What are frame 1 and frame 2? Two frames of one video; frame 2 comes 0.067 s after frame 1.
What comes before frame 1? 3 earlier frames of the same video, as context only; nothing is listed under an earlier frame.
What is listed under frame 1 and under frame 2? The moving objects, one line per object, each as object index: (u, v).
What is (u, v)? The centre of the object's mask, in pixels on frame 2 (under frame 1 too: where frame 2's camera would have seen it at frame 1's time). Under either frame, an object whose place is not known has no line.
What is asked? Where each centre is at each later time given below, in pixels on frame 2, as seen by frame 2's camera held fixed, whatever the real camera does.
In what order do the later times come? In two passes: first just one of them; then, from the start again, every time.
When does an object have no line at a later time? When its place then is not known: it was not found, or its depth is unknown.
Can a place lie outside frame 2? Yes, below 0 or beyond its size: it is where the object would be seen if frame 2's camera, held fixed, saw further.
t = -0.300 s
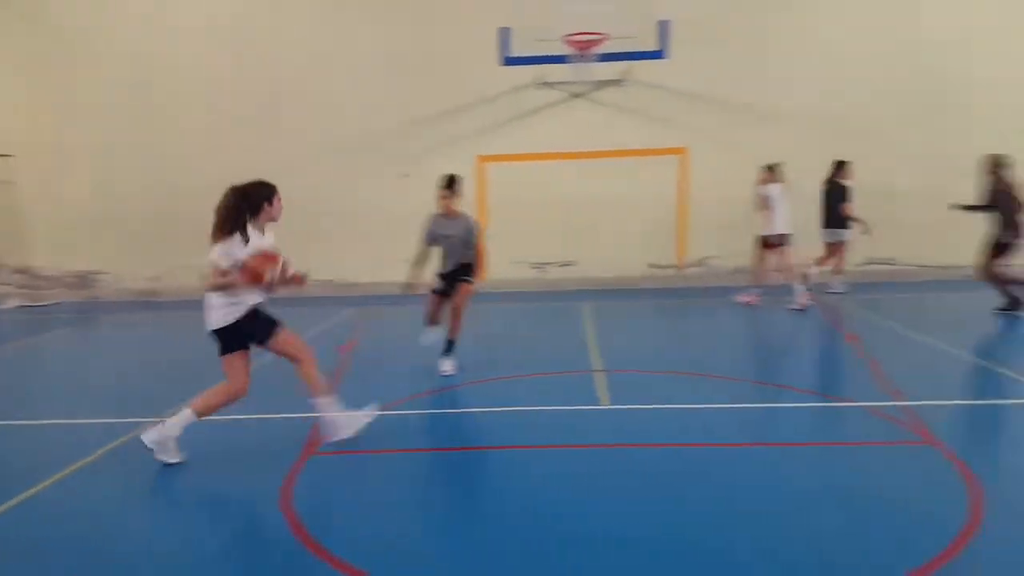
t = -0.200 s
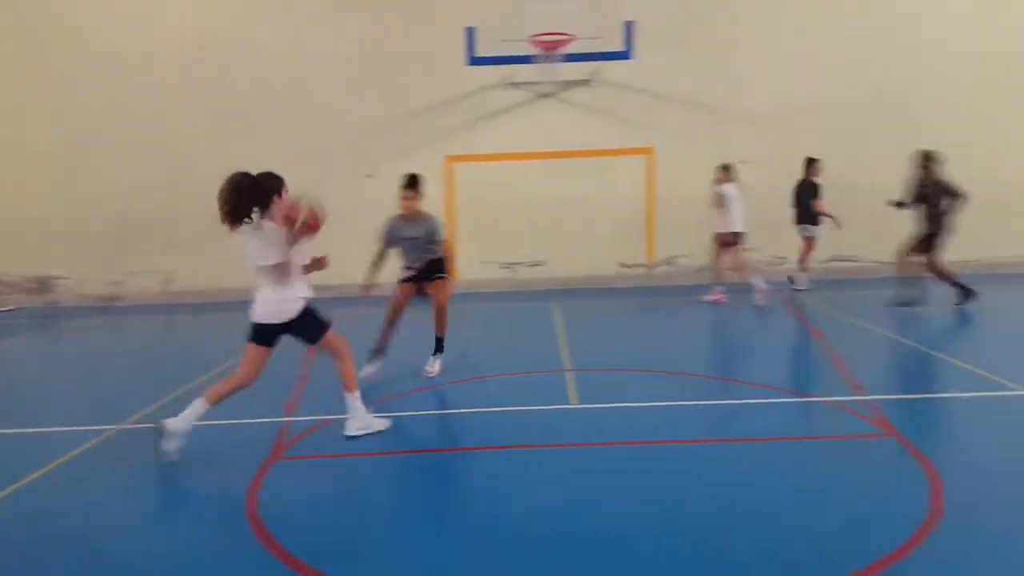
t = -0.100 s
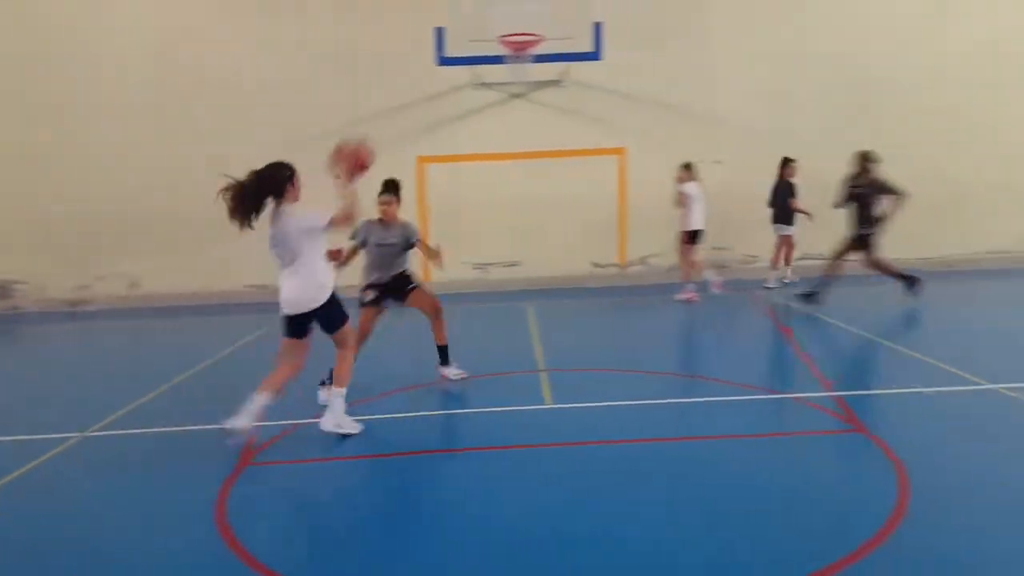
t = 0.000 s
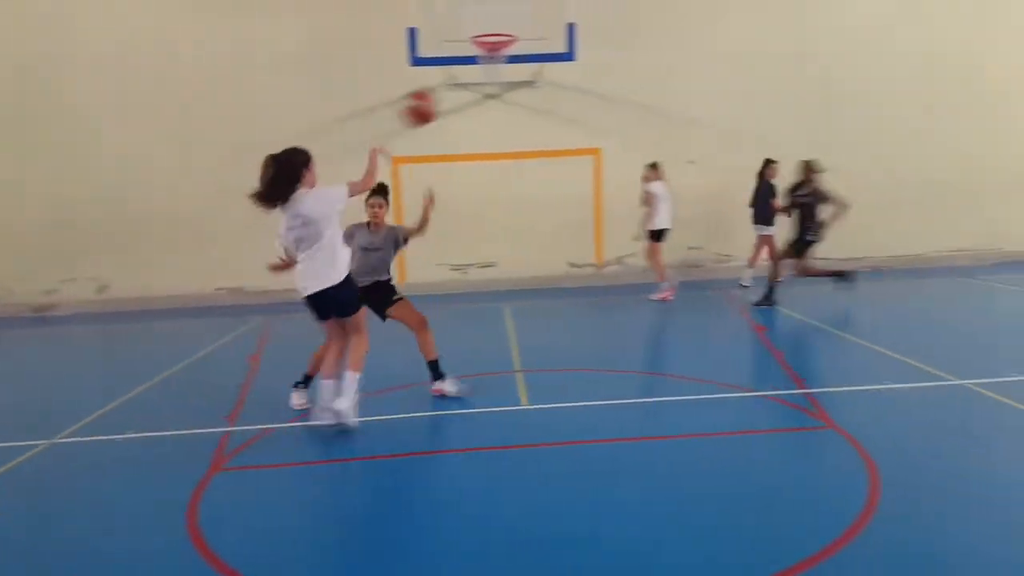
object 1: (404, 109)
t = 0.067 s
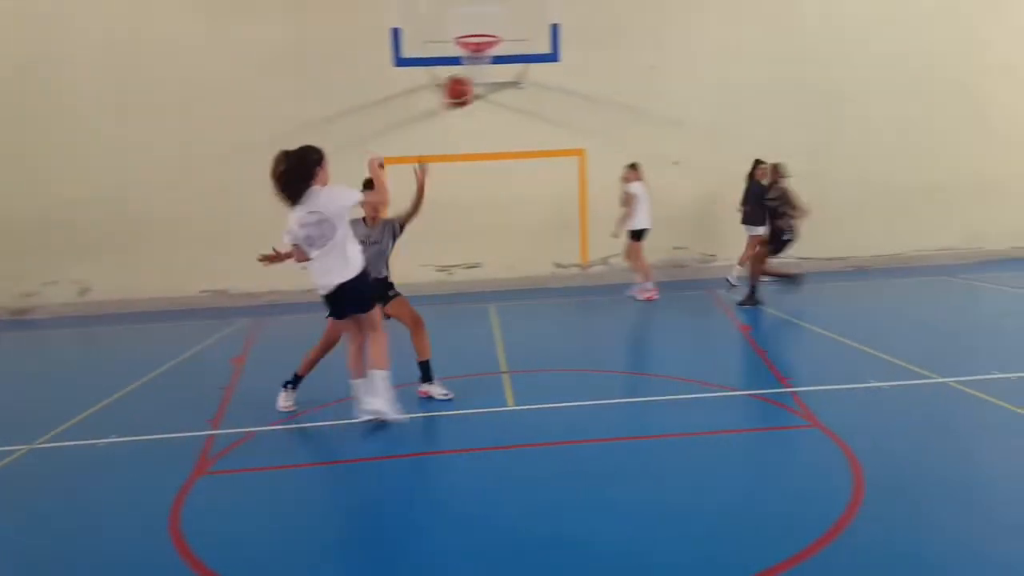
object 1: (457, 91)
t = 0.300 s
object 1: (593, 86)
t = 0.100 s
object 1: (479, 86)
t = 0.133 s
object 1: (501, 82)
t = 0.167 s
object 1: (523, 80)
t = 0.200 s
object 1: (543, 80)
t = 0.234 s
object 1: (561, 81)
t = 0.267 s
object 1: (577, 84)
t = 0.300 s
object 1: (593, 86)
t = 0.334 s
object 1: (607, 91)
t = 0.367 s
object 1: (621, 96)
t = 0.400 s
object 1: (635, 101)
